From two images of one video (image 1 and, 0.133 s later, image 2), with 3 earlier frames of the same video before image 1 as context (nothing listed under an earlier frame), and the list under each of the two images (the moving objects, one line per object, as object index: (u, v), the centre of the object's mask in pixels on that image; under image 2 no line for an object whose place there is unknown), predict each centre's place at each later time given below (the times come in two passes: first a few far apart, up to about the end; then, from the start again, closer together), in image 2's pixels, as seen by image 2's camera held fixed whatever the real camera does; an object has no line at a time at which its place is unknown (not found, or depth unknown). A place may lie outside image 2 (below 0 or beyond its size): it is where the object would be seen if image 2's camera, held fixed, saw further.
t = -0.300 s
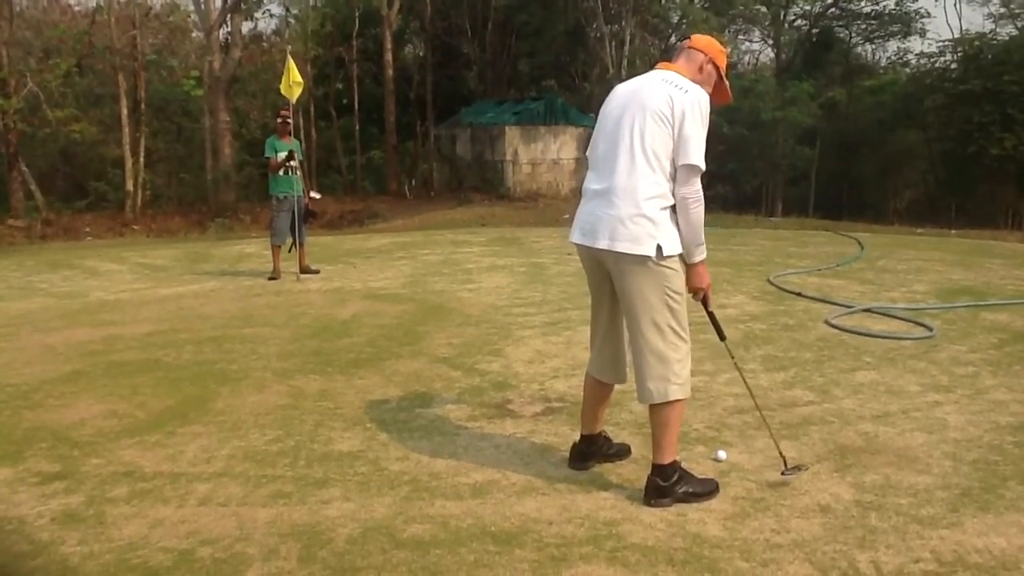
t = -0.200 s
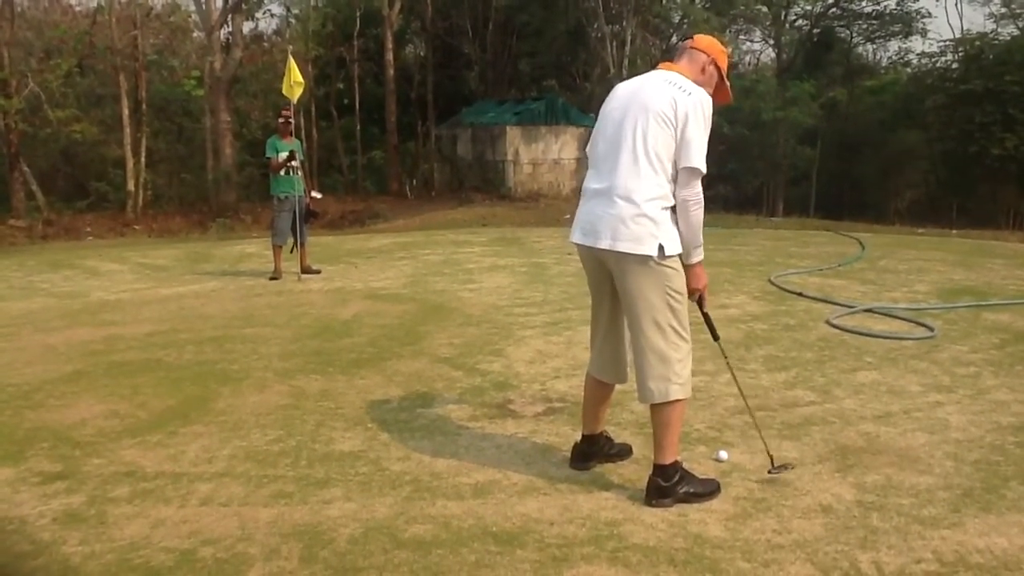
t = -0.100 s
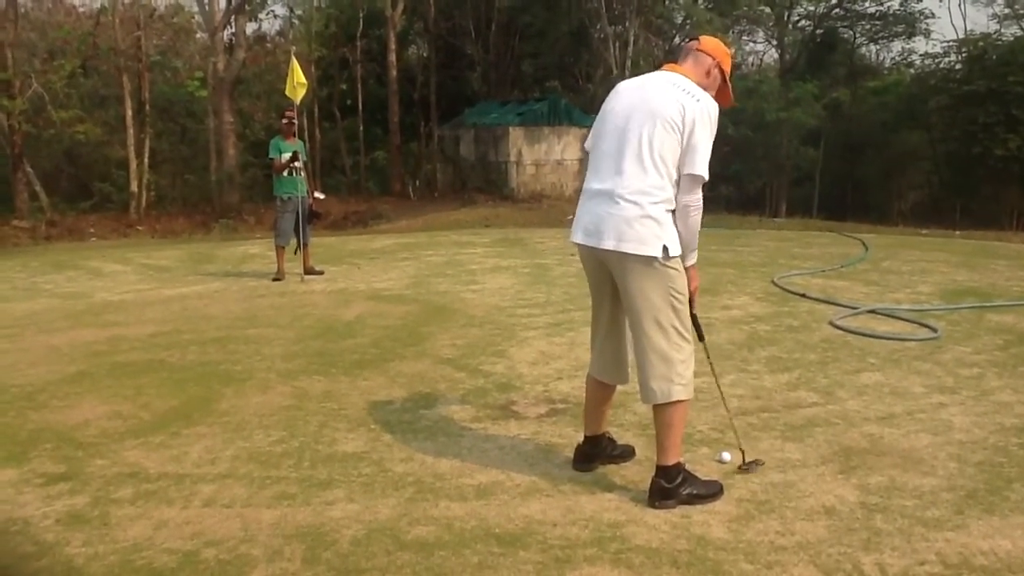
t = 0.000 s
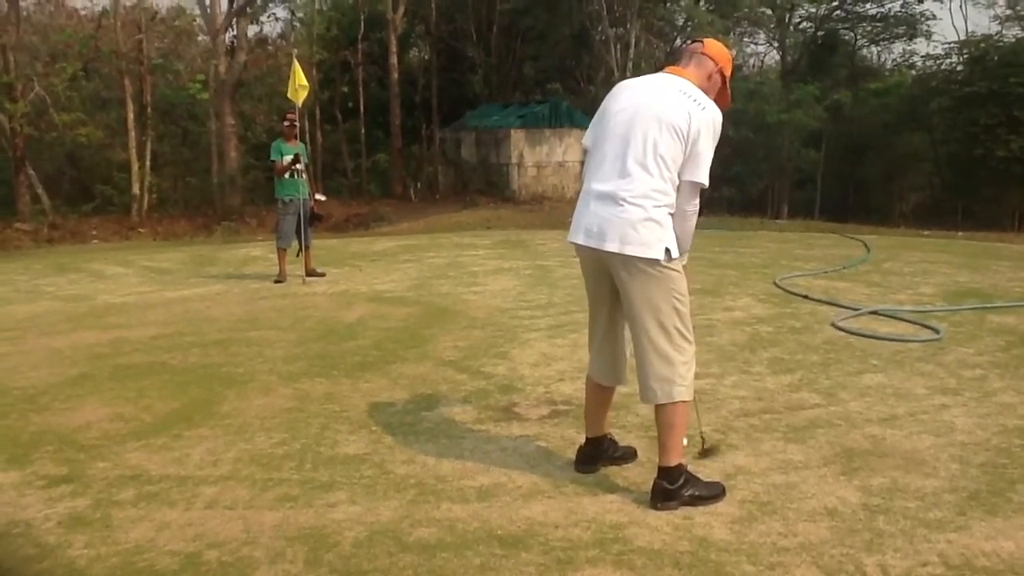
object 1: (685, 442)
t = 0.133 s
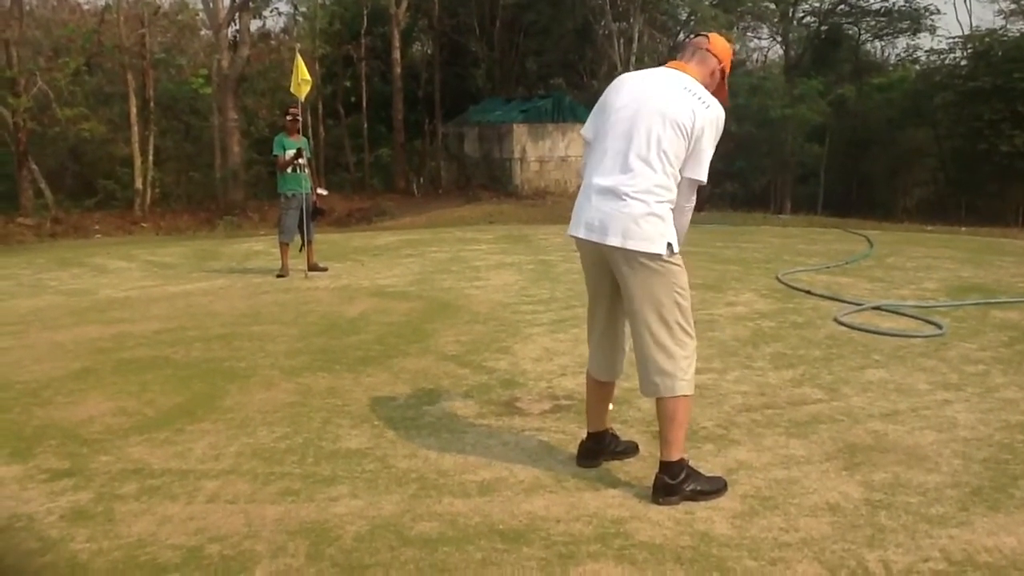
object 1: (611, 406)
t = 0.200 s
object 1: (581, 395)
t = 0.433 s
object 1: (516, 364)
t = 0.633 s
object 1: (474, 348)
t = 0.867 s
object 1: (438, 332)
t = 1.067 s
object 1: (415, 323)
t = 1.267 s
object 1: (397, 316)
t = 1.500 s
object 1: (381, 310)
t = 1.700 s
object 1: (368, 306)
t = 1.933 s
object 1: (357, 303)
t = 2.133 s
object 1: (349, 301)
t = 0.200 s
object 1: (581, 395)
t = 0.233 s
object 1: (570, 389)
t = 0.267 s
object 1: (559, 384)
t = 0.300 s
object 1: (549, 380)
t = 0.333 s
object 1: (539, 376)
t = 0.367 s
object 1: (531, 373)
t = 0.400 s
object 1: (523, 368)
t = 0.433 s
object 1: (516, 364)
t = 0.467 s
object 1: (507, 363)
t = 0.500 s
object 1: (500, 359)
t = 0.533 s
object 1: (493, 356)
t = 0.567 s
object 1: (487, 352)
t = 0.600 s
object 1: (480, 351)
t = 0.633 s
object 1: (474, 348)
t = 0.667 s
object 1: (468, 345)
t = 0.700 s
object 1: (463, 343)
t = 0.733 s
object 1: (457, 340)
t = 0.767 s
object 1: (453, 338)
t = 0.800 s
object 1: (448, 336)
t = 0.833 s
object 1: (443, 334)
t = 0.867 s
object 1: (438, 332)
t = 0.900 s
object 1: (434, 330)
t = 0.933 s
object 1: (430, 328)
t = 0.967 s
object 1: (426, 326)
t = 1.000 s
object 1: (422, 326)
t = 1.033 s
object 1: (419, 324)
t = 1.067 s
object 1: (415, 323)
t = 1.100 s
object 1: (412, 321)
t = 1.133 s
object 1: (409, 319)
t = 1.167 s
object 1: (406, 319)
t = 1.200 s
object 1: (403, 318)
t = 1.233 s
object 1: (400, 317)
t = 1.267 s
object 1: (397, 316)
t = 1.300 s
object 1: (394, 315)
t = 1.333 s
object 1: (391, 314)
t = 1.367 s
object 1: (389, 313)
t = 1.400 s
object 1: (386, 312)
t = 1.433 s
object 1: (385, 311)
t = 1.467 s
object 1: (382, 311)
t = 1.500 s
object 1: (381, 310)
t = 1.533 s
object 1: (379, 309)
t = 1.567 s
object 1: (376, 309)
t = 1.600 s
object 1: (374, 308)
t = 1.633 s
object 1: (373, 307)
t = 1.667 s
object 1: (371, 307)
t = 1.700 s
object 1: (368, 306)
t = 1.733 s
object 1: (367, 305)
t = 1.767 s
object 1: (365, 305)
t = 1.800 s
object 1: (363, 305)
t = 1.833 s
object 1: (361, 304)
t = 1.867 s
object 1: (360, 304)
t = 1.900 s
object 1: (359, 303)
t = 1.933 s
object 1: (357, 303)
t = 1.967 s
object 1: (356, 303)
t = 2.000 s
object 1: (354, 302)
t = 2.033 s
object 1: (352, 302)
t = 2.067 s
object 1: (351, 302)
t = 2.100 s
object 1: (350, 301)
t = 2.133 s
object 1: (349, 301)
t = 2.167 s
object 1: (348, 301)
